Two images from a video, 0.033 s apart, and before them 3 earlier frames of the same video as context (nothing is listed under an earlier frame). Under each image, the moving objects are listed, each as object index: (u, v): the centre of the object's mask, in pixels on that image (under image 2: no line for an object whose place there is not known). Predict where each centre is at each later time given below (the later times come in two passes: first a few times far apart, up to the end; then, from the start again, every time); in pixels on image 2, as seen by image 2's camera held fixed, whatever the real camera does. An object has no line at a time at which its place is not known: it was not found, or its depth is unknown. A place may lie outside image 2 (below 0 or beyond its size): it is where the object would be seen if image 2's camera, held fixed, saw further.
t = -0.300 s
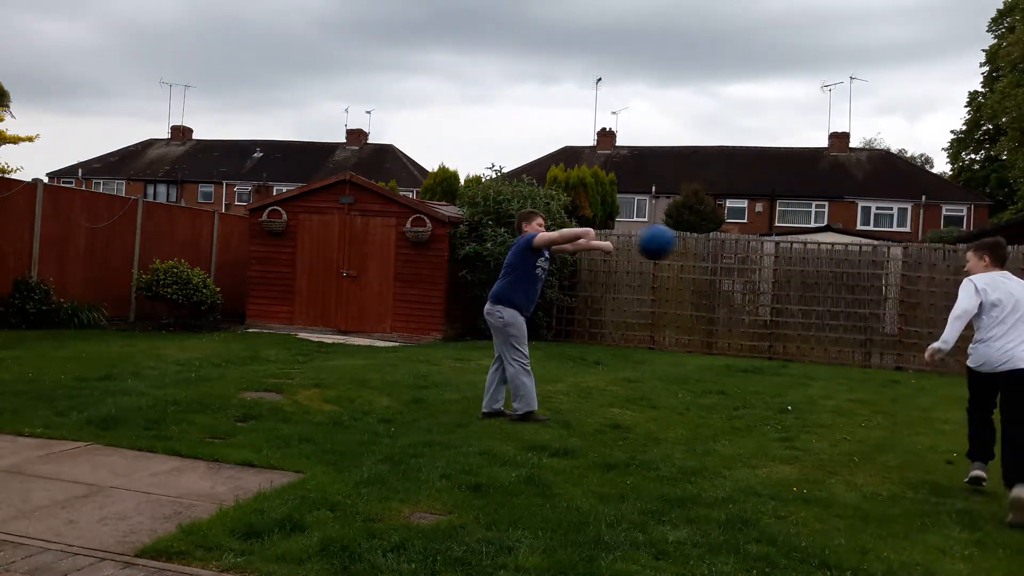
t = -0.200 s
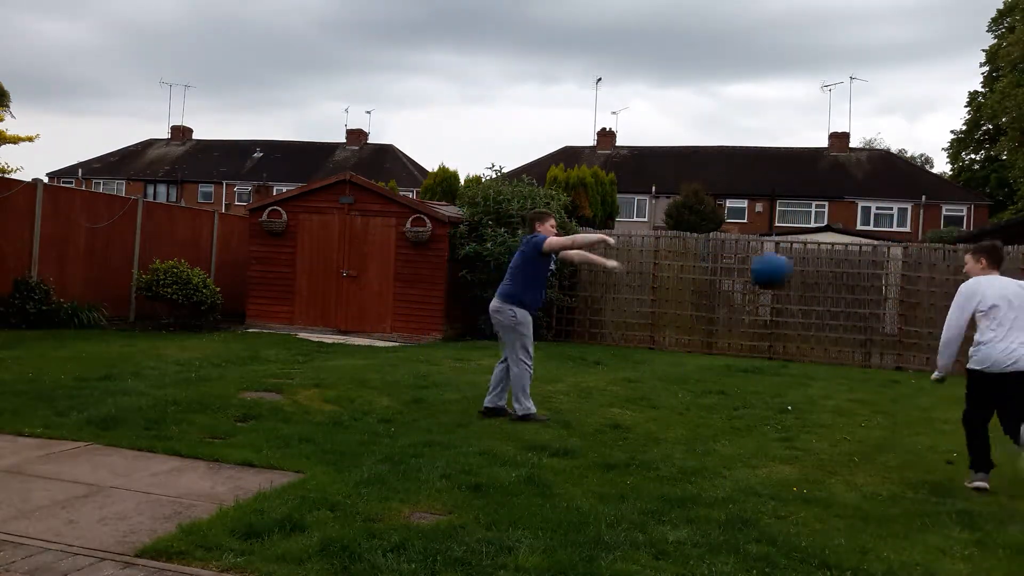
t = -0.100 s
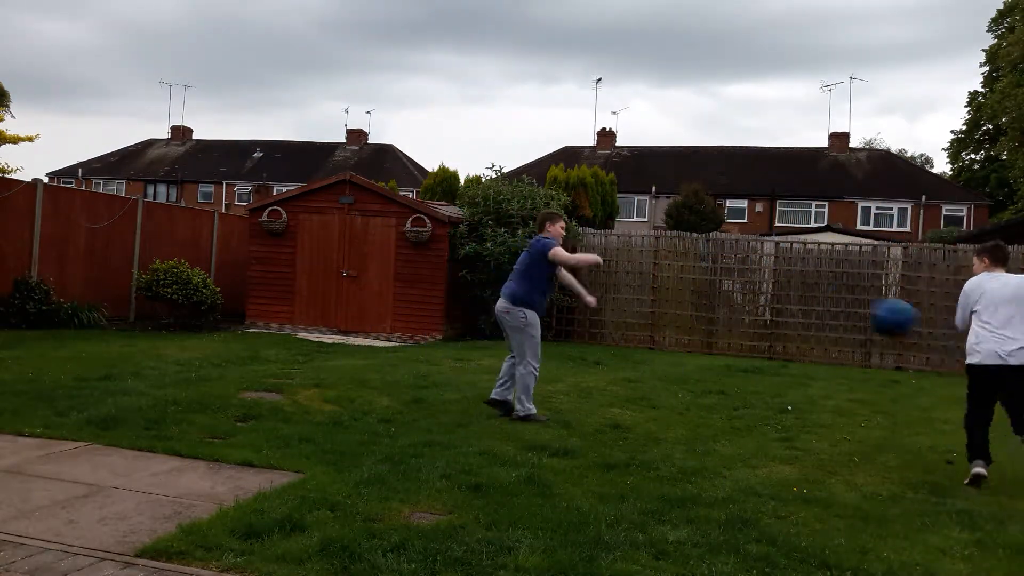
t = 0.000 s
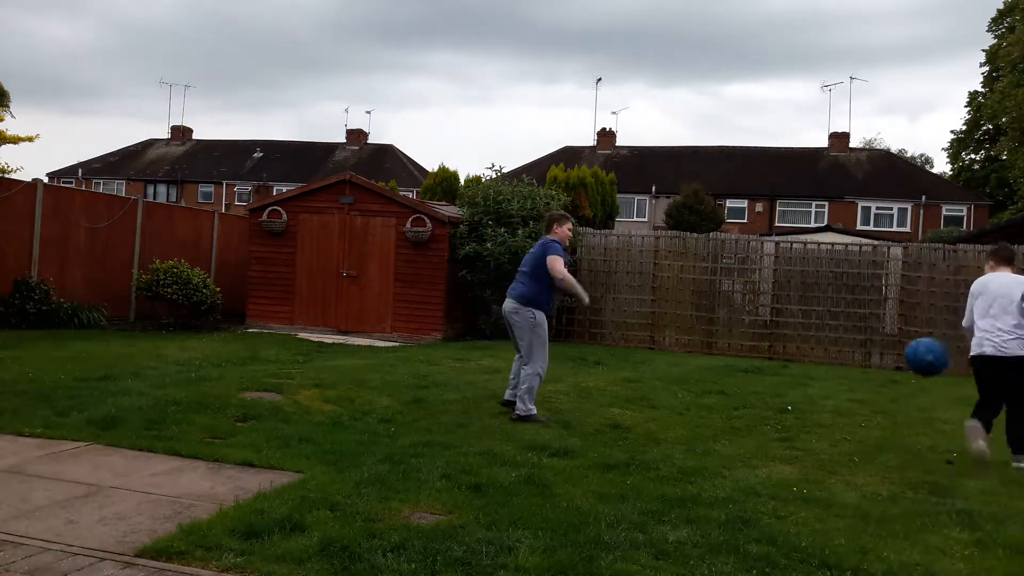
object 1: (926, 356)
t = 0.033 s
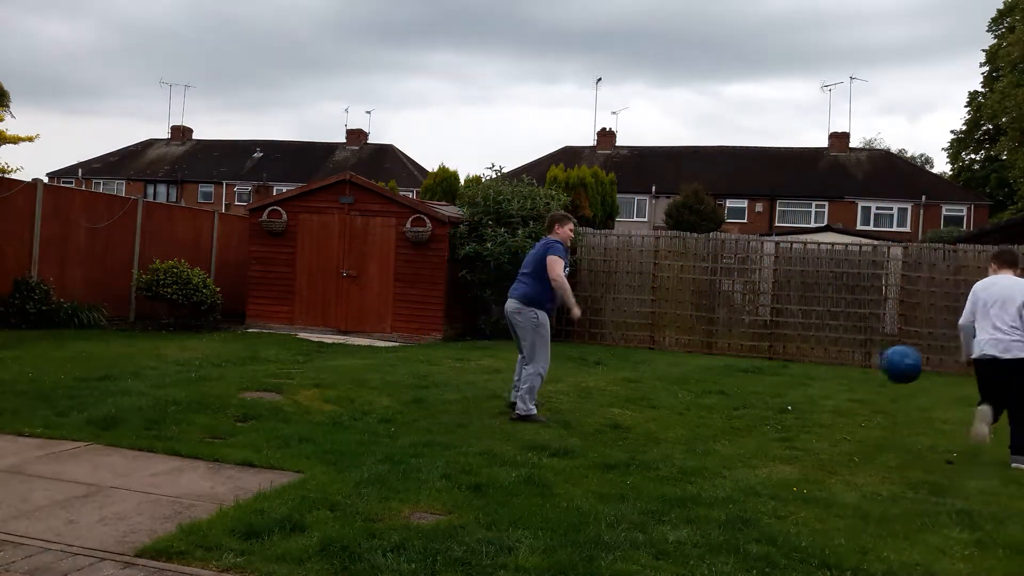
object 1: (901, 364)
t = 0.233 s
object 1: (785, 410)
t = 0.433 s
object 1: (704, 362)
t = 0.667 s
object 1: (624, 375)
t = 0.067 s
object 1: (880, 373)
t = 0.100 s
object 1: (859, 381)
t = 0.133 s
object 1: (838, 392)
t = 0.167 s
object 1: (819, 402)
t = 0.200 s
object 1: (801, 415)
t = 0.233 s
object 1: (785, 410)
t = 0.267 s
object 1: (770, 397)
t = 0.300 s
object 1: (756, 387)
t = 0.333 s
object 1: (743, 378)
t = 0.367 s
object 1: (729, 370)
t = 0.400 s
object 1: (716, 365)
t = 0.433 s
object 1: (704, 362)
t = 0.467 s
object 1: (692, 360)
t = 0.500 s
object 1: (680, 360)
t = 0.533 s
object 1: (668, 360)
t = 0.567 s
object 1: (657, 361)
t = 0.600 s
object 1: (645, 365)
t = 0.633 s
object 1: (635, 369)
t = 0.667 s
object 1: (624, 375)
